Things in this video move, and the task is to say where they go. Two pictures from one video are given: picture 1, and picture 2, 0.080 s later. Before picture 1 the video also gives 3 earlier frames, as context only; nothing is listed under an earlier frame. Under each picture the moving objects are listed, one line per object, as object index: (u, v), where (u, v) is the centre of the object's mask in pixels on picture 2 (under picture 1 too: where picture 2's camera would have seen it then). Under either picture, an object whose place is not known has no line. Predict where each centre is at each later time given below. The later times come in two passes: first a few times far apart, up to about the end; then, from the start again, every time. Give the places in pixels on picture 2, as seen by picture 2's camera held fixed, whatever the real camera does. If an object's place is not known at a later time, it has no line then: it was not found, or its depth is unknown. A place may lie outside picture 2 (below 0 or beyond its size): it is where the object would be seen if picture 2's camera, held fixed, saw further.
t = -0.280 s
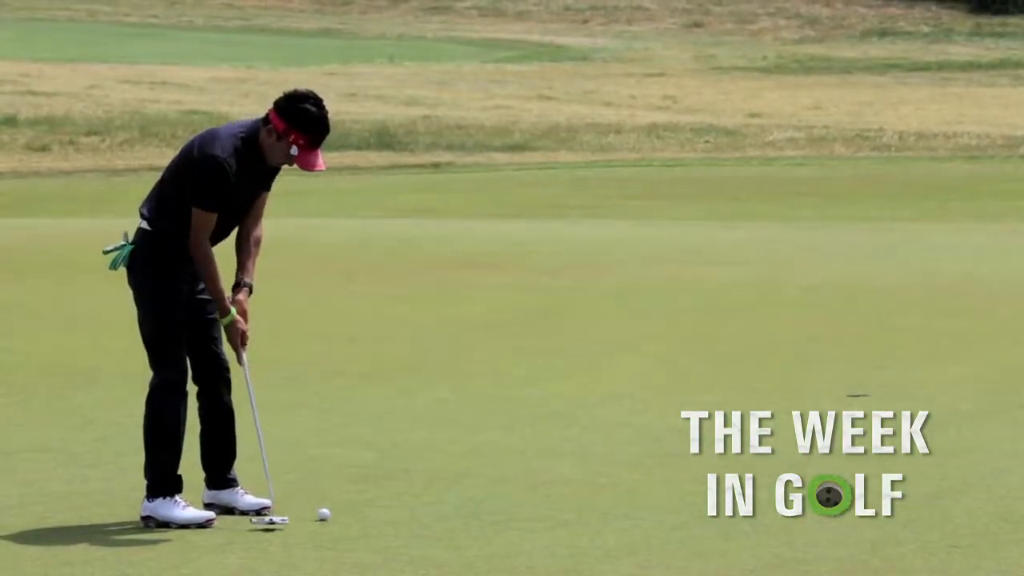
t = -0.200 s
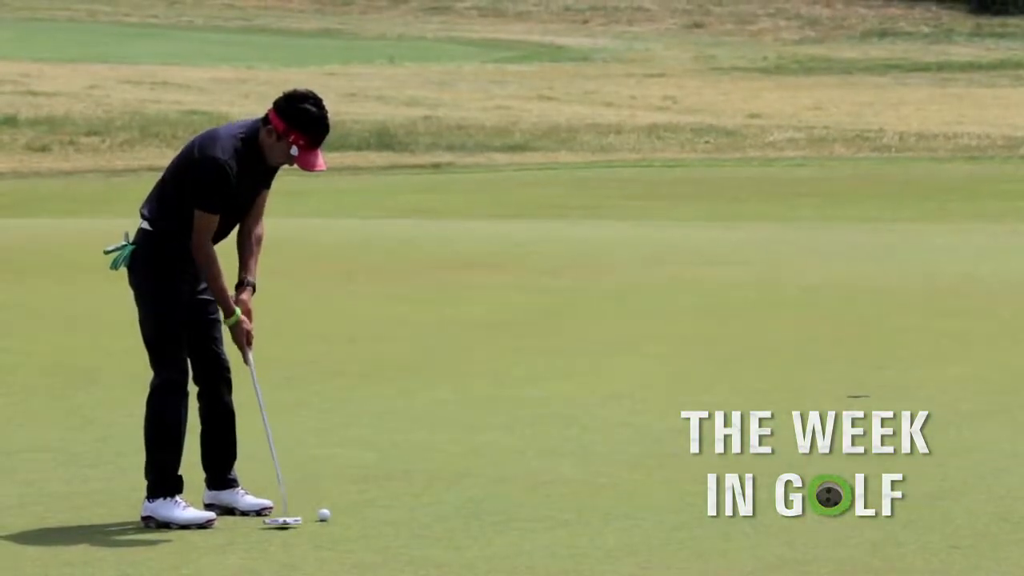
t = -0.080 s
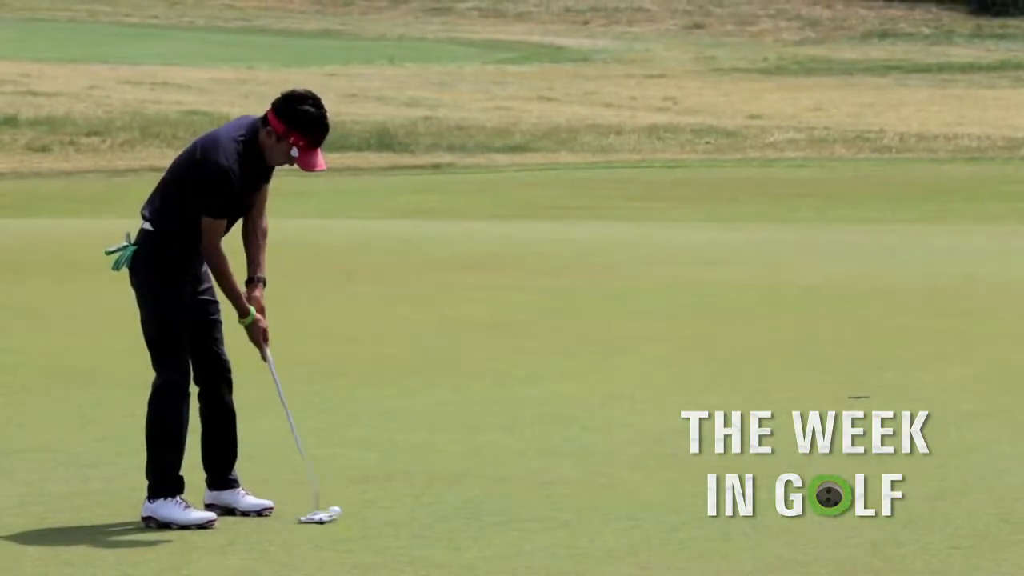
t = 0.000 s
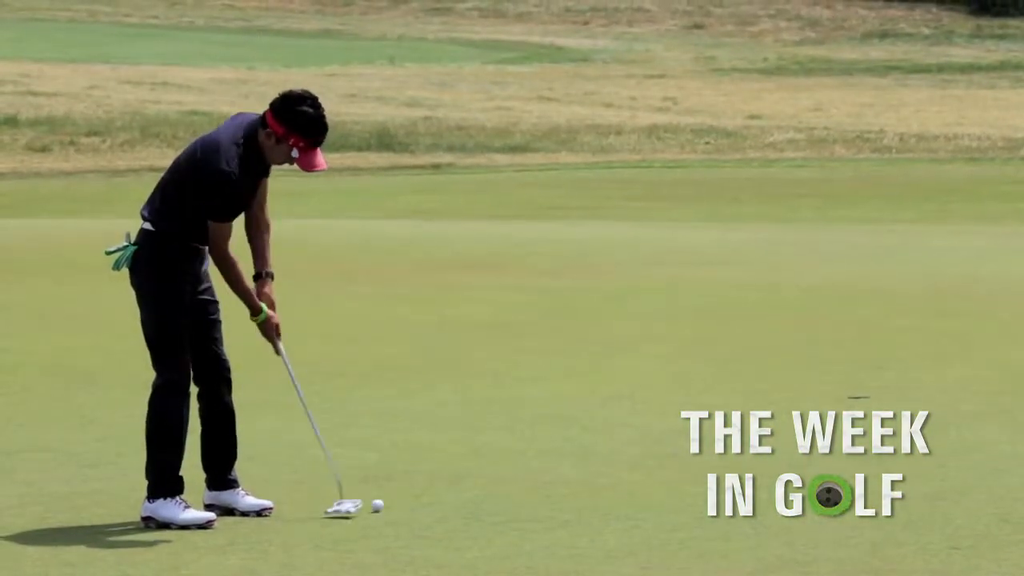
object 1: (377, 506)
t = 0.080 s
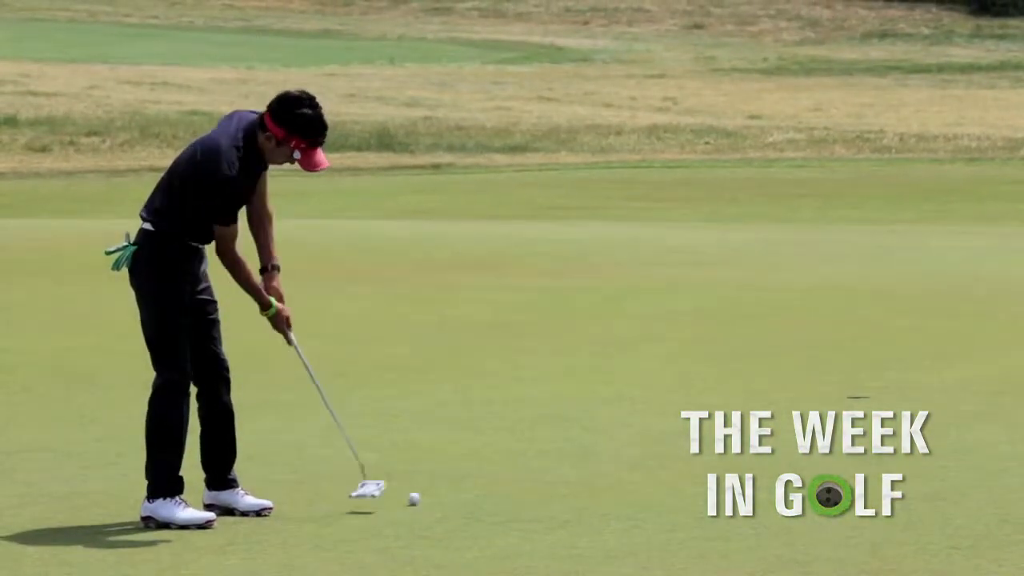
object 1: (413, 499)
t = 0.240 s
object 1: (471, 489)
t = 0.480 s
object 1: (545, 475)
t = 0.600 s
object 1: (578, 468)
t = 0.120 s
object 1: (429, 496)
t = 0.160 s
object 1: (444, 493)
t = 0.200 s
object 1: (458, 491)
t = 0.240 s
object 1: (471, 489)
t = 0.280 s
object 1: (484, 486)
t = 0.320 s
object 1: (497, 484)
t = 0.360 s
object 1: (509, 481)
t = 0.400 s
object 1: (522, 479)
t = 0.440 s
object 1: (534, 477)
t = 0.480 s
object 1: (545, 475)
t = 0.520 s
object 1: (557, 473)
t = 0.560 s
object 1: (568, 471)
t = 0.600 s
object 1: (578, 468)
